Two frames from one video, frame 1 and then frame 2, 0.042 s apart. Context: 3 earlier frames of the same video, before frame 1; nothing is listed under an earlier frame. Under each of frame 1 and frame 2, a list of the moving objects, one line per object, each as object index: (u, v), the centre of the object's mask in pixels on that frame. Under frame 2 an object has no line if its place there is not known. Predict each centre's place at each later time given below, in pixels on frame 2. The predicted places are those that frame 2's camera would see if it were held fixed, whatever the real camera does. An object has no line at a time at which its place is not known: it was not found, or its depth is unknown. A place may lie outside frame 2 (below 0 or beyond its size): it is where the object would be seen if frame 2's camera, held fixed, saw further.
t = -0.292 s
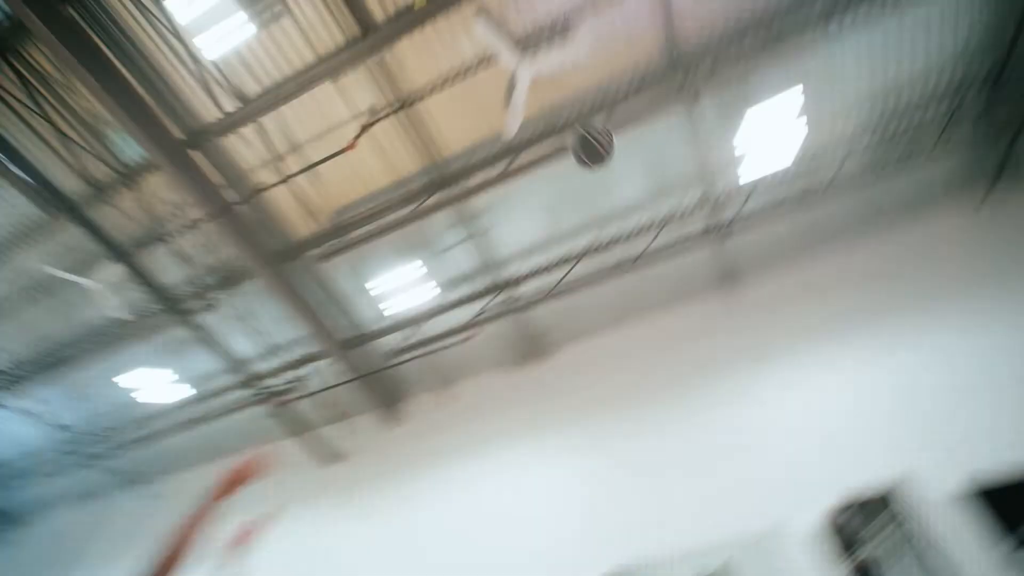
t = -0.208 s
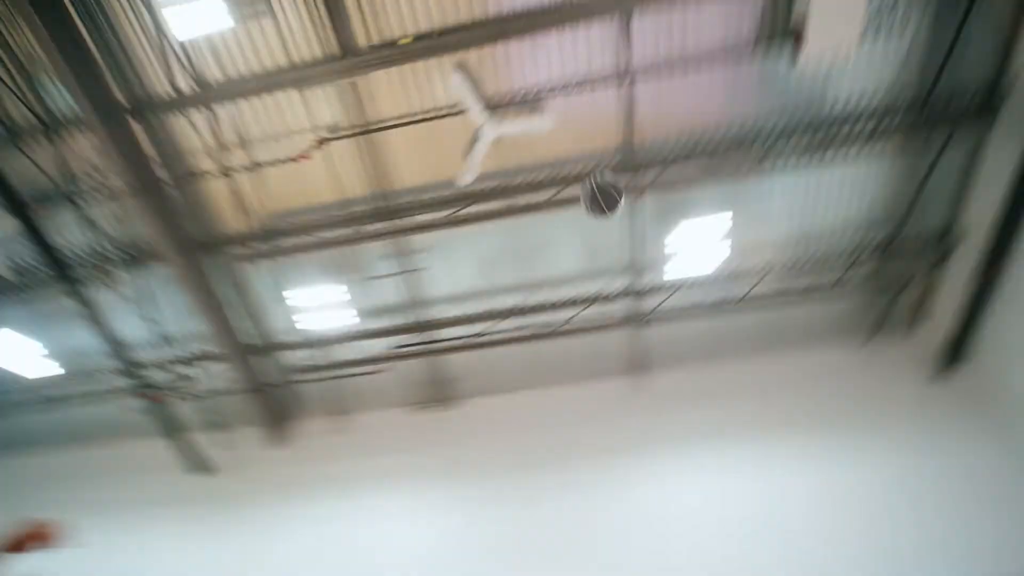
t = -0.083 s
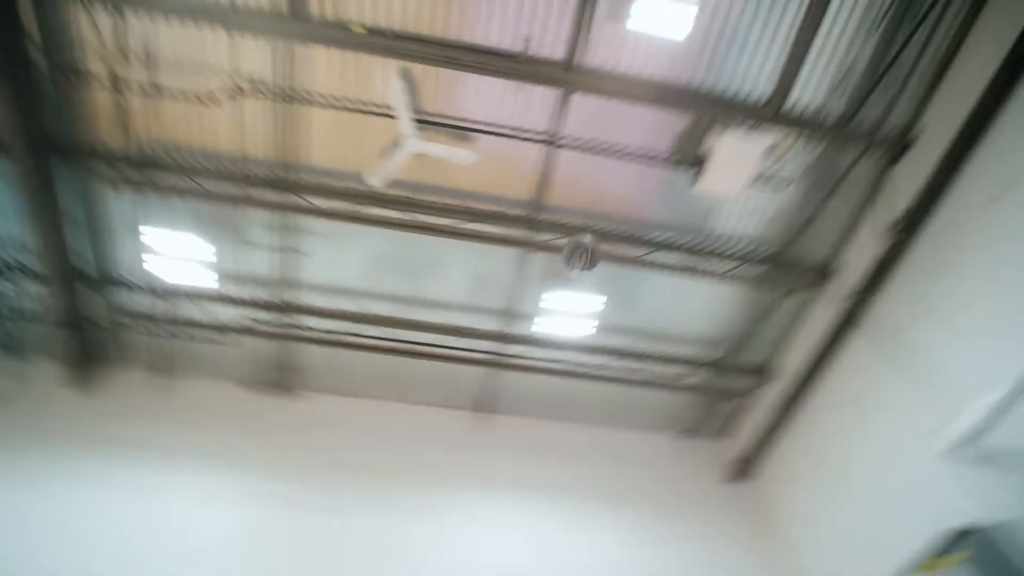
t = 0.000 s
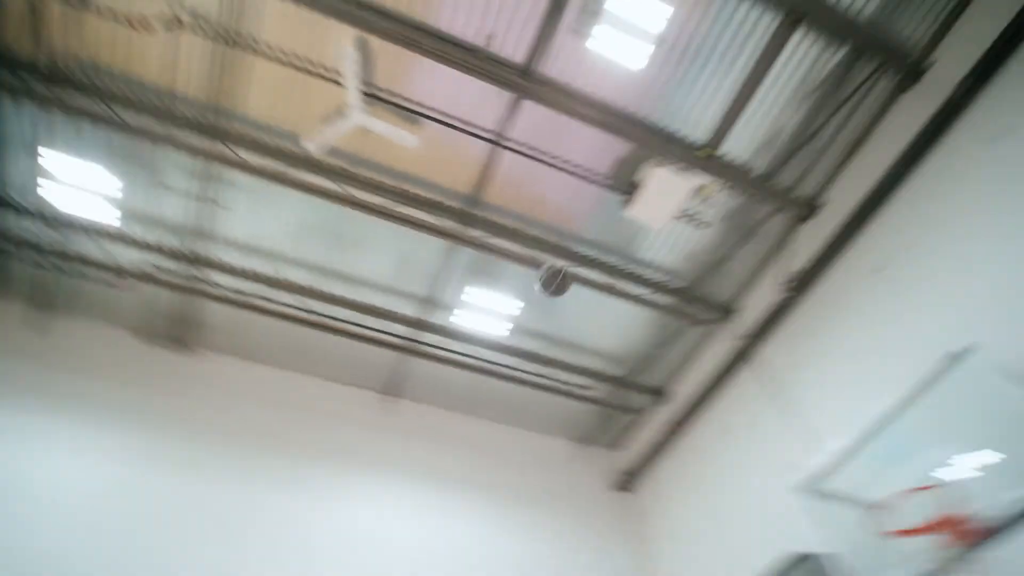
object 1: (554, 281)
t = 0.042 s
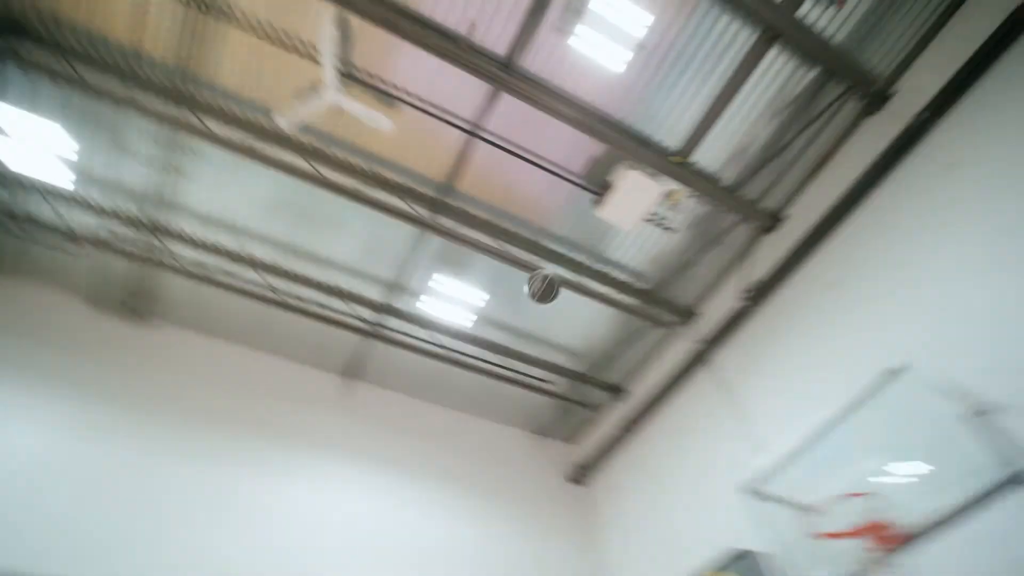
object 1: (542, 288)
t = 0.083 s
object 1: (564, 300)
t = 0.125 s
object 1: (586, 316)
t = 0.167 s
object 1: (605, 332)
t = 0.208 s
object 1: (625, 349)
